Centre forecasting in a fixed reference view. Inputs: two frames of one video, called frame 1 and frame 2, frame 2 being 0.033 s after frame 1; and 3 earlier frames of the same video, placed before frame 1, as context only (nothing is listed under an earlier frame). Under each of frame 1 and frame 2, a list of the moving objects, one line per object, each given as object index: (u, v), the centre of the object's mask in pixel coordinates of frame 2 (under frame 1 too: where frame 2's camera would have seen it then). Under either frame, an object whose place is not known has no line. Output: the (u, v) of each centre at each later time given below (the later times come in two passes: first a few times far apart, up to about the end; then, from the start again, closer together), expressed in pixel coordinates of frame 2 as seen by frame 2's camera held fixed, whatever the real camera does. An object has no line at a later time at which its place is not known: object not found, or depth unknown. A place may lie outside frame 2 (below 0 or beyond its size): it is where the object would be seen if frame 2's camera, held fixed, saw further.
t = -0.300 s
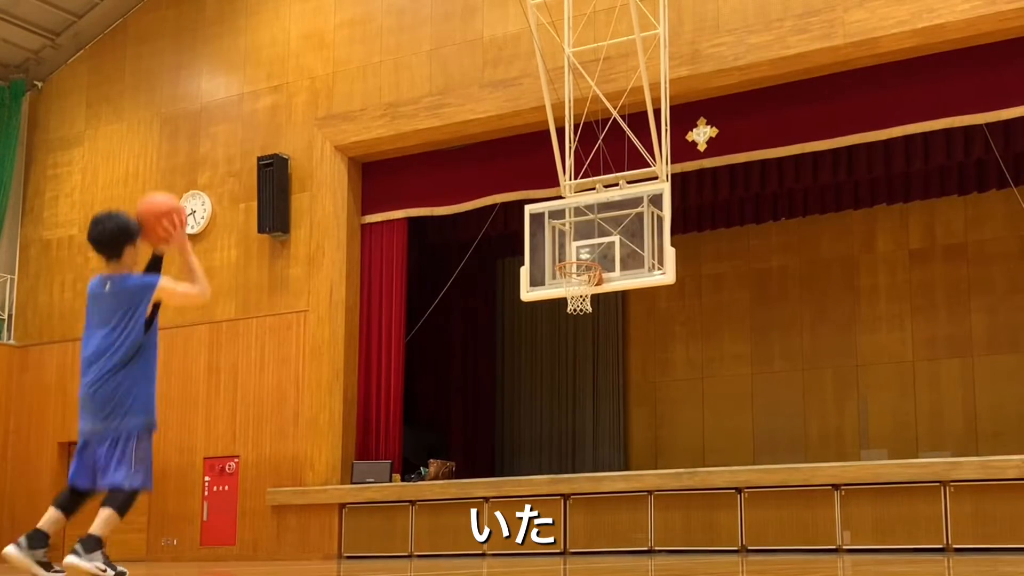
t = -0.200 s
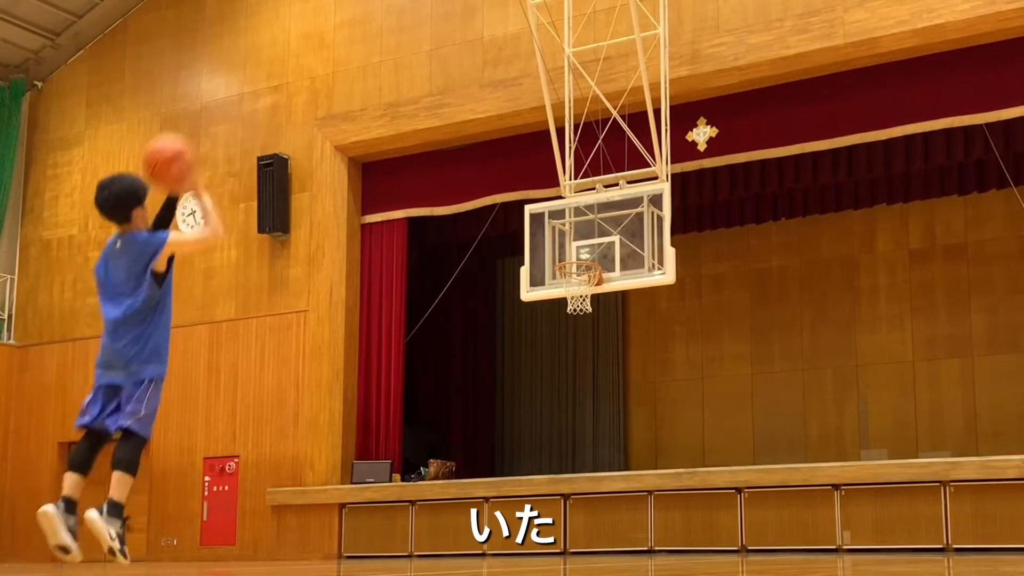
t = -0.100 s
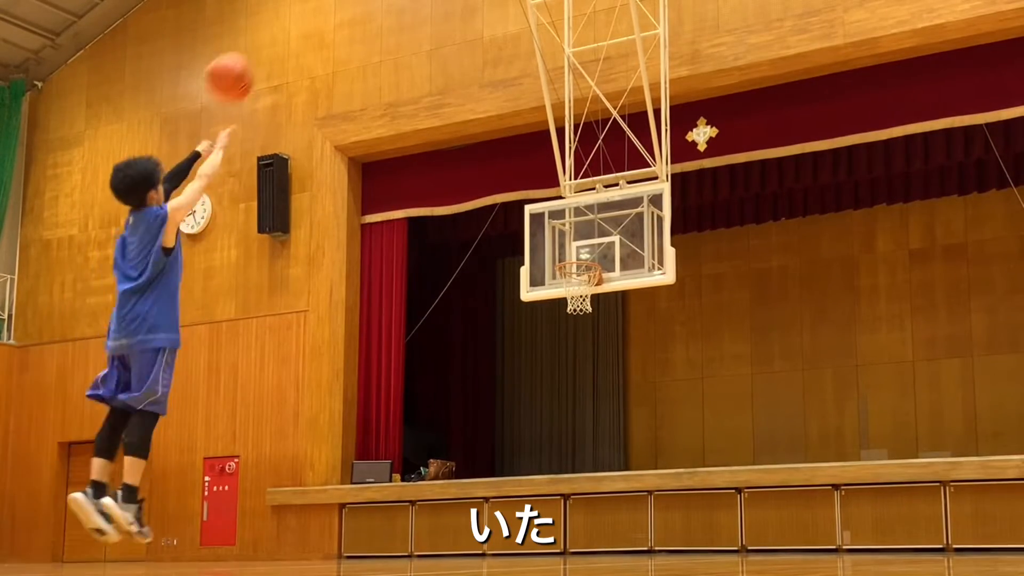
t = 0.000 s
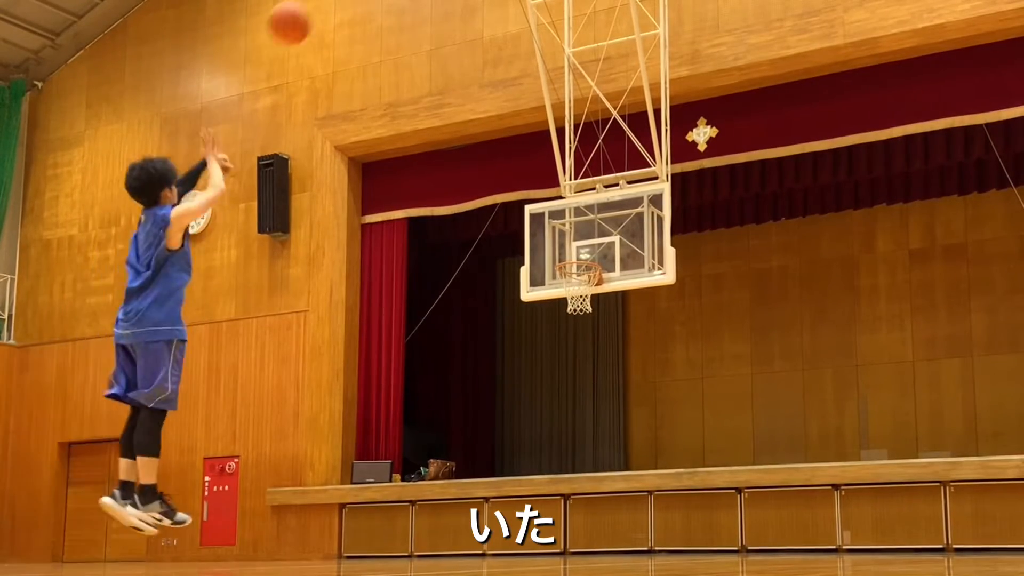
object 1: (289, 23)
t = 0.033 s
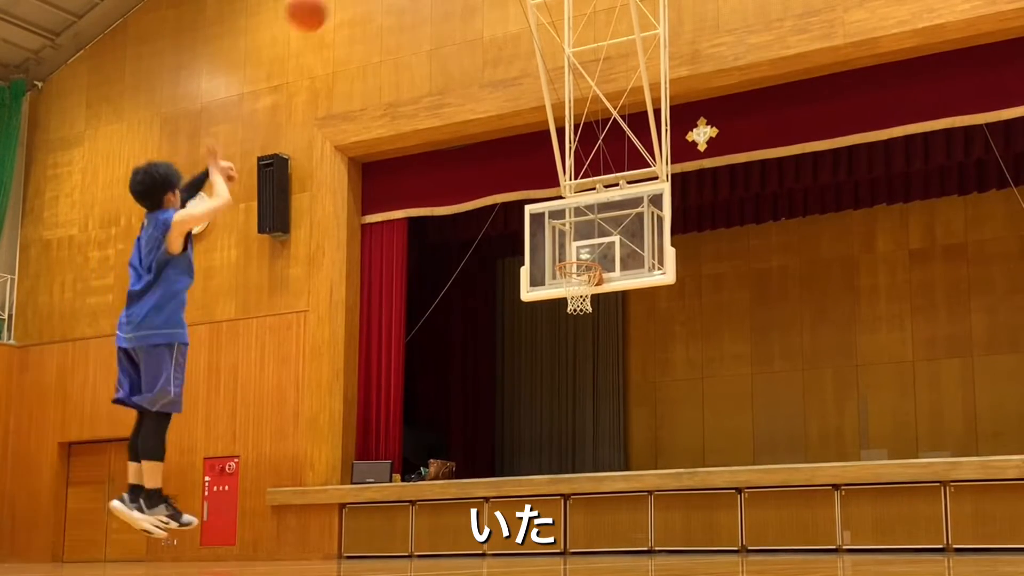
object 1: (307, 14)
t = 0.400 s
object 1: (444, 4)
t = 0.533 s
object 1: (478, 25)
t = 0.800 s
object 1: (532, 127)
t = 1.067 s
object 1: (575, 267)
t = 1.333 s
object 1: (596, 371)
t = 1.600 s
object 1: (617, 533)
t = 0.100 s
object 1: (339, 5)
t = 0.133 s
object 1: (354, 3)
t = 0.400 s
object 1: (444, 4)
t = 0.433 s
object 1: (454, 7)
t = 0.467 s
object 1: (462, 11)
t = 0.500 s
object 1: (470, 16)
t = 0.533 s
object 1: (478, 25)
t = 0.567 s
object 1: (485, 36)
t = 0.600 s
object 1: (493, 47)
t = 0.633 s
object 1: (500, 58)
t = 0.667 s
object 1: (507, 71)
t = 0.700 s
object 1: (514, 83)
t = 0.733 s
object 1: (520, 98)
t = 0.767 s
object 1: (527, 111)
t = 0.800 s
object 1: (532, 127)
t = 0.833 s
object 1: (538, 143)
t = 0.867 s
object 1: (543, 159)
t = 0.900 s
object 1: (549, 174)
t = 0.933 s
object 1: (554, 190)
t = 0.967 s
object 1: (560, 210)
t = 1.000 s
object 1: (565, 228)
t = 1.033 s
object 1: (571, 246)
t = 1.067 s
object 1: (575, 267)
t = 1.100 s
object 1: (579, 282)
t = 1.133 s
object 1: (582, 296)
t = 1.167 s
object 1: (585, 306)
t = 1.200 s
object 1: (587, 316)
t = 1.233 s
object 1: (590, 328)
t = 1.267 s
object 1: (592, 341)
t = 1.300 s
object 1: (594, 356)
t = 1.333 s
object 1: (596, 371)
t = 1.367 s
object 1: (599, 387)
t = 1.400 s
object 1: (601, 405)
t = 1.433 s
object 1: (604, 423)
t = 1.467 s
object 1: (606, 443)
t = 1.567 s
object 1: (614, 510)
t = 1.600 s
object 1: (617, 533)
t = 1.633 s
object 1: (617, 538)
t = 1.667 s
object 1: (618, 521)
